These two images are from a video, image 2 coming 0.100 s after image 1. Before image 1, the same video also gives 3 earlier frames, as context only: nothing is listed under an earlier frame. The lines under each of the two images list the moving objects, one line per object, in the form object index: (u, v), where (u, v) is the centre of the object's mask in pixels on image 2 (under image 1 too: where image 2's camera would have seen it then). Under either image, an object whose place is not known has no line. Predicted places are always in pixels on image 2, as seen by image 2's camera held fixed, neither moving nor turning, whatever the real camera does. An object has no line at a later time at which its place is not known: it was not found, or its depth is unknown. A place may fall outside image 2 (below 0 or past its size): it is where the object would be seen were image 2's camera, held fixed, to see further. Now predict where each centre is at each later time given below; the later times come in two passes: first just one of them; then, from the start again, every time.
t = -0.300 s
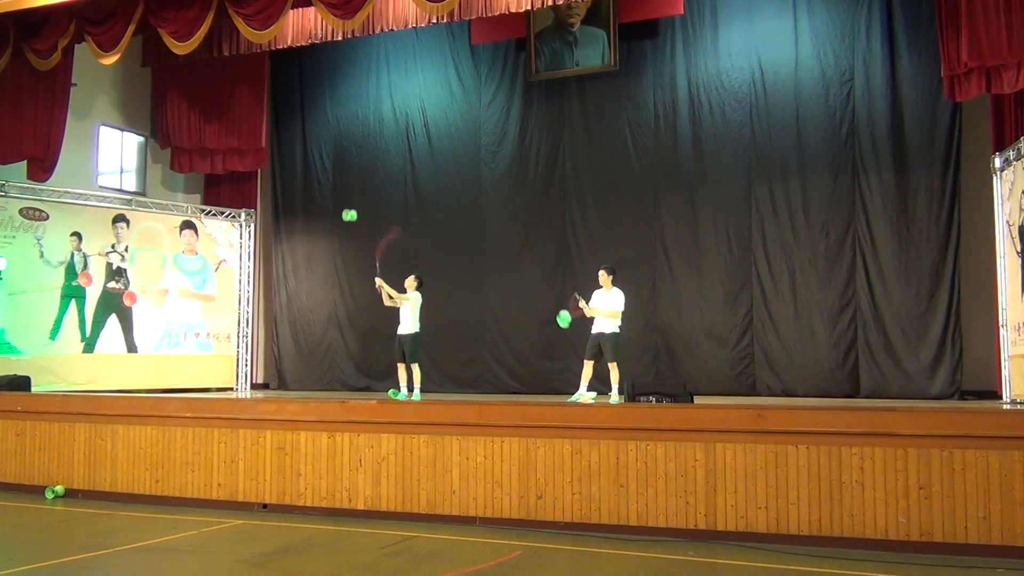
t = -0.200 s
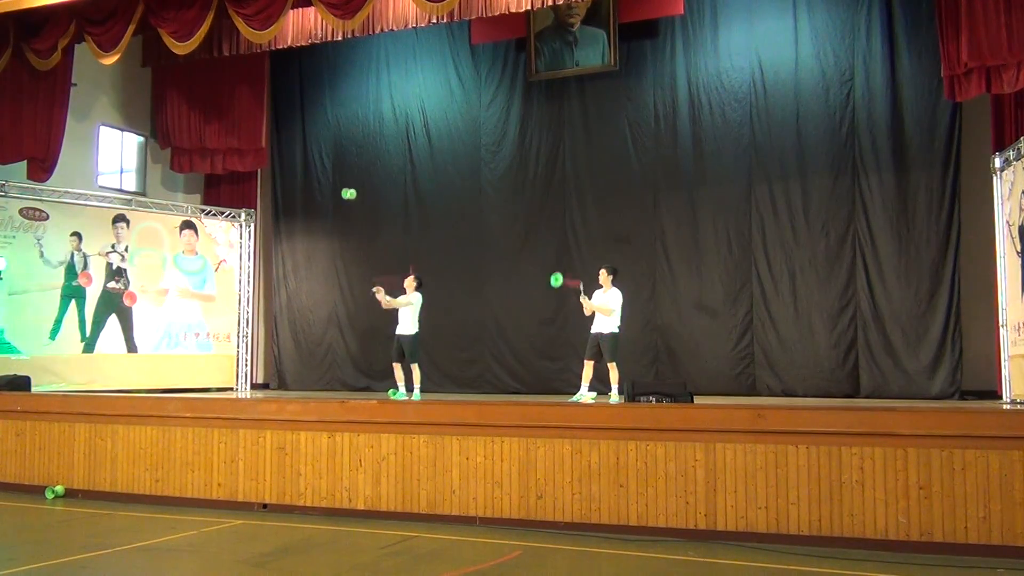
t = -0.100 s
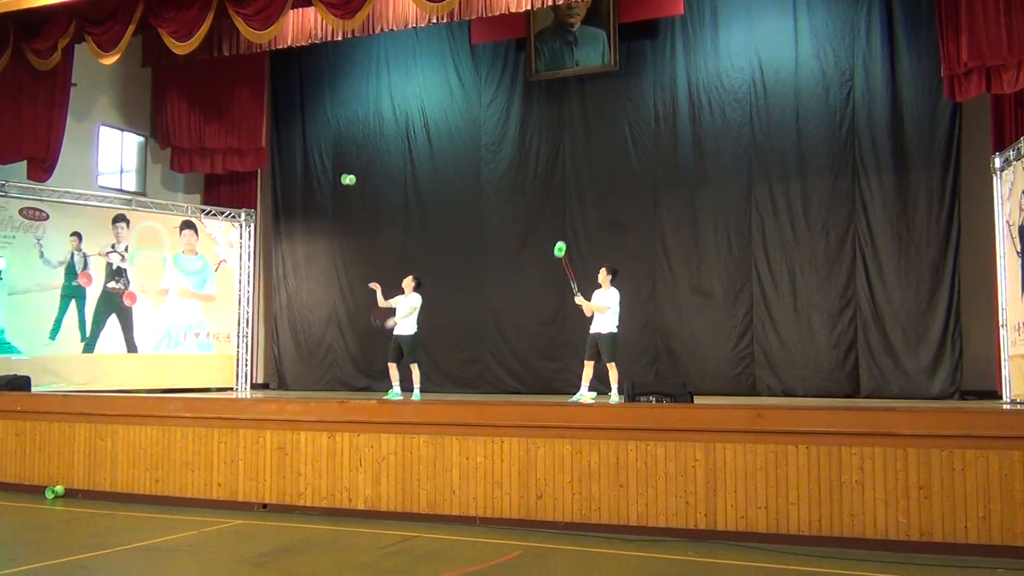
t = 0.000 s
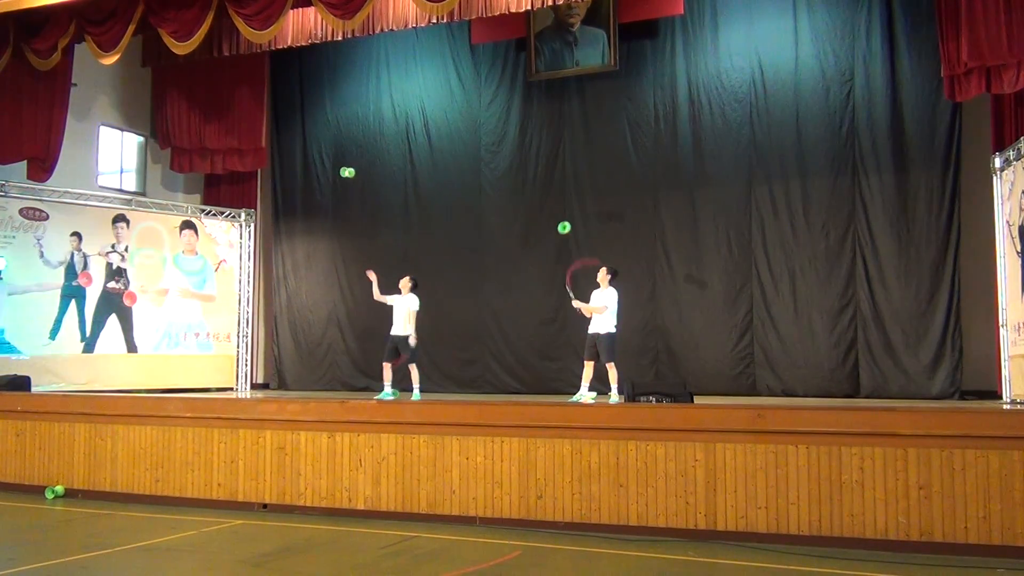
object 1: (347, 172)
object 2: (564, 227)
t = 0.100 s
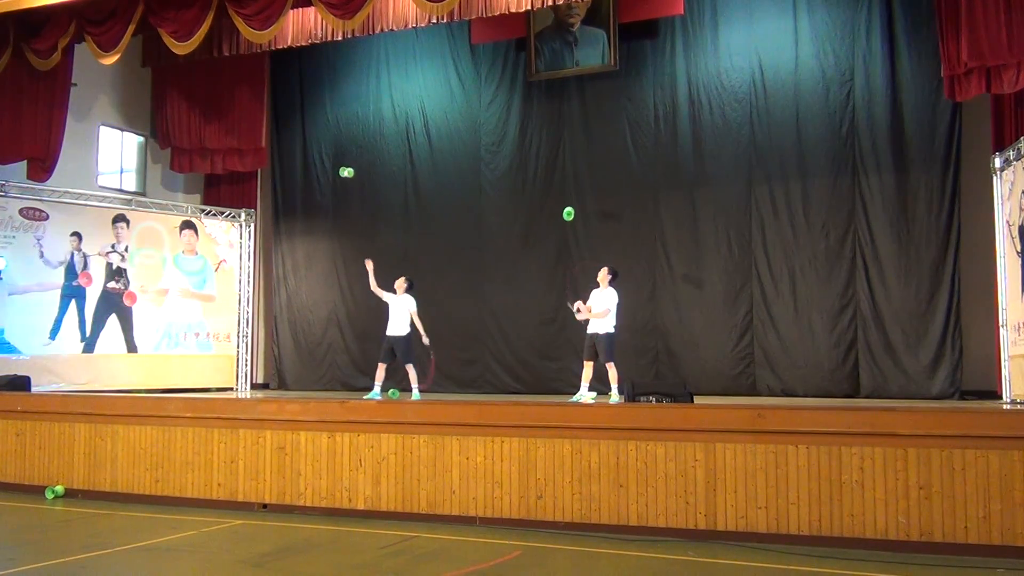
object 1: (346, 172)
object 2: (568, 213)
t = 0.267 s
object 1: (345, 187)
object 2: (575, 207)
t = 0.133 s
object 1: (346, 174)
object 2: (570, 211)
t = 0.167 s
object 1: (345, 176)
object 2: (571, 209)
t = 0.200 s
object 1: (345, 179)
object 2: (572, 207)
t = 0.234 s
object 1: (345, 183)
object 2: (574, 207)
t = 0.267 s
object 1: (345, 187)
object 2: (575, 207)
